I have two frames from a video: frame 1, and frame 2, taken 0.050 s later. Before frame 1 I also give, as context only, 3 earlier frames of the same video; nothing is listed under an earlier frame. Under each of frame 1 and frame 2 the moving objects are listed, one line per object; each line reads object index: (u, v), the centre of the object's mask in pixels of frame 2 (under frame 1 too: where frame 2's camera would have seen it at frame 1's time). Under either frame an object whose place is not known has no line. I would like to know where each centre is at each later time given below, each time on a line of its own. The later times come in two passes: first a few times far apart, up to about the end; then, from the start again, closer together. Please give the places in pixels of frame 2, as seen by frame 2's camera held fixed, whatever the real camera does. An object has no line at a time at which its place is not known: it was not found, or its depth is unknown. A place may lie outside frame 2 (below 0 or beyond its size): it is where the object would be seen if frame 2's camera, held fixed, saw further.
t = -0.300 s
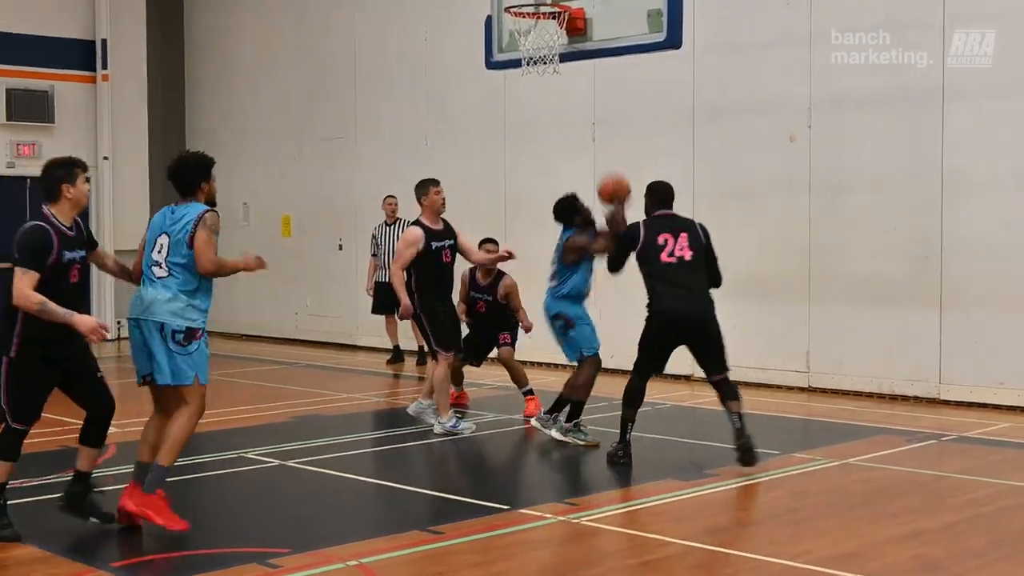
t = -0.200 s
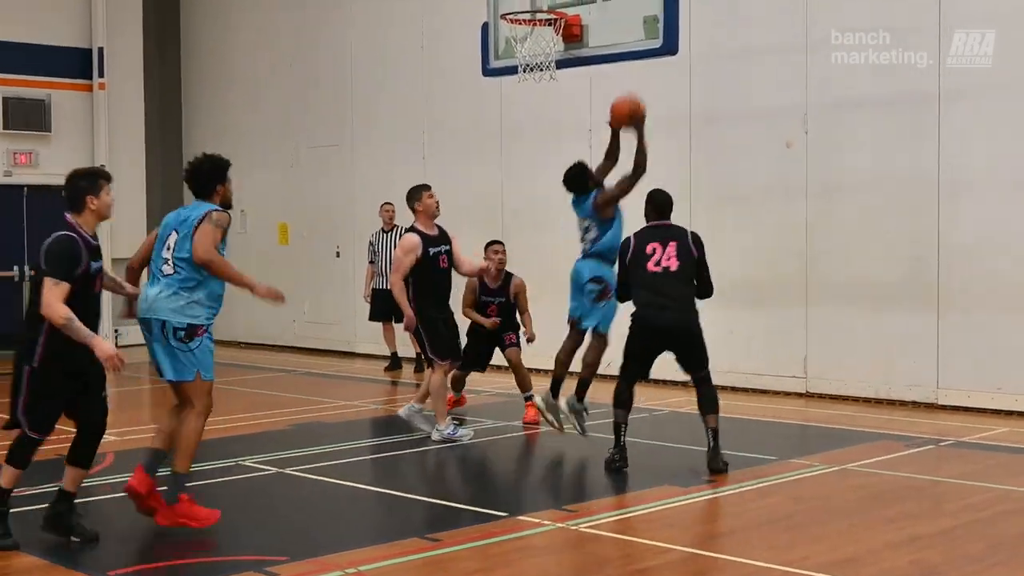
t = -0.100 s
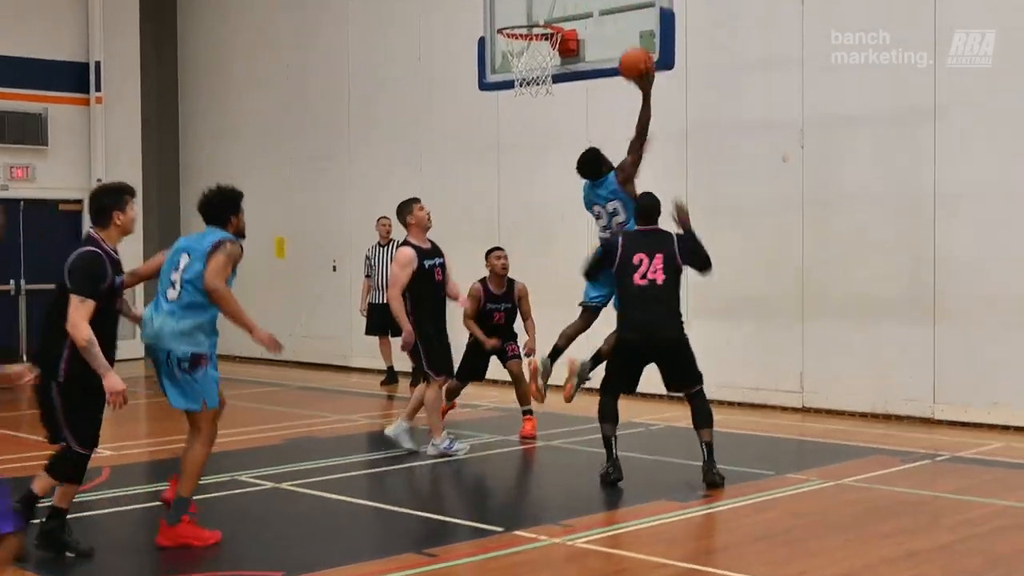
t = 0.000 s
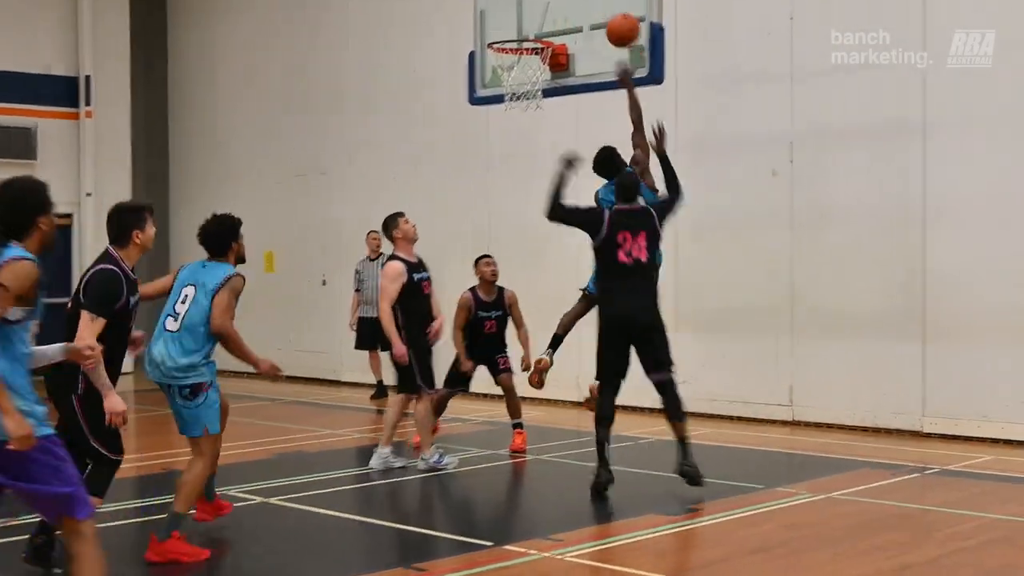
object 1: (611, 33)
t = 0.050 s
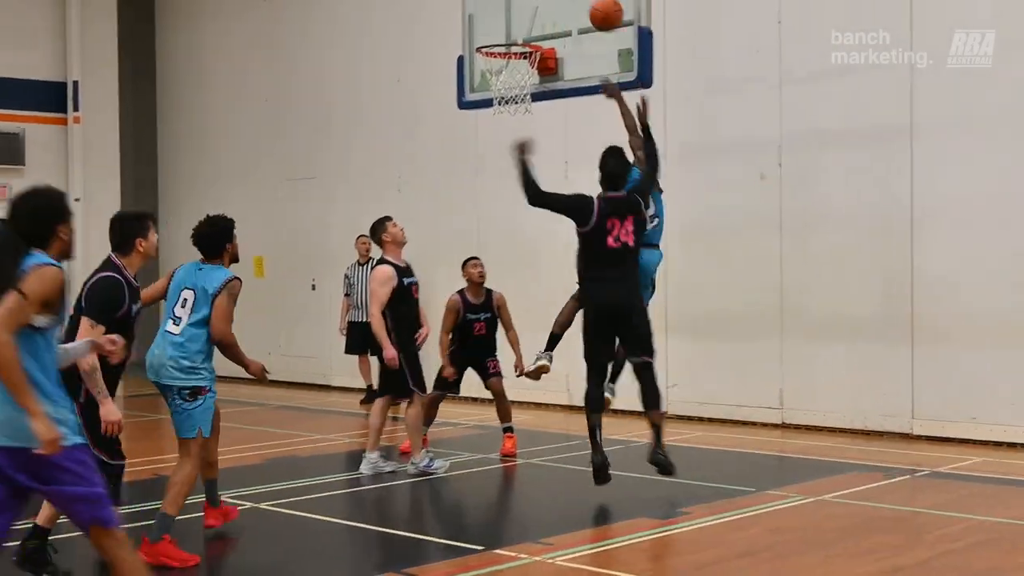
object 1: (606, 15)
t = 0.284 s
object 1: (560, 0)
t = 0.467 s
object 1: (516, 30)
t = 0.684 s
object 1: (504, 54)
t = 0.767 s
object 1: (499, 78)
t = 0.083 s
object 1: (602, 7)
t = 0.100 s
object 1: (600, 5)
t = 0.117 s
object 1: (599, 2)
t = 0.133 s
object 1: (596, 1)
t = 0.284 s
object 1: (560, 0)
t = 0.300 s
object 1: (556, 1)
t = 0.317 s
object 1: (552, 2)
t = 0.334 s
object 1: (548, 3)
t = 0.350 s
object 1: (544, 5)
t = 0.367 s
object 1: (540, 6)
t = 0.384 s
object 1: (536, 8)
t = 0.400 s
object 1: (532, 11)
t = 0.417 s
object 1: (529, 15)
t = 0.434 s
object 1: (524, 20)
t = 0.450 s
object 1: (520, 25)
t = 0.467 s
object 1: (516, 30)
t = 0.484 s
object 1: (515, 30)
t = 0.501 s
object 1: (514, 30)
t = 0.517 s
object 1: (513, 29)
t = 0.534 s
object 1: (513, 30)
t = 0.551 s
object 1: (512, 30)
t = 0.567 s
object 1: (511, 31)
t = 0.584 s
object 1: (510, 32)
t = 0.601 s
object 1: (508, 34)
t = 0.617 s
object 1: (508, 35)
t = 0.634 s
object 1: (507, 43)
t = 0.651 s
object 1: (505, 47)
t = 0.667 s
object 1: (504, 50)
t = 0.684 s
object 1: (504, 54)
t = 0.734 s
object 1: (501, 68)
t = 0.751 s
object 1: (500, 74)
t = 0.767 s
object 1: (499, 78)
